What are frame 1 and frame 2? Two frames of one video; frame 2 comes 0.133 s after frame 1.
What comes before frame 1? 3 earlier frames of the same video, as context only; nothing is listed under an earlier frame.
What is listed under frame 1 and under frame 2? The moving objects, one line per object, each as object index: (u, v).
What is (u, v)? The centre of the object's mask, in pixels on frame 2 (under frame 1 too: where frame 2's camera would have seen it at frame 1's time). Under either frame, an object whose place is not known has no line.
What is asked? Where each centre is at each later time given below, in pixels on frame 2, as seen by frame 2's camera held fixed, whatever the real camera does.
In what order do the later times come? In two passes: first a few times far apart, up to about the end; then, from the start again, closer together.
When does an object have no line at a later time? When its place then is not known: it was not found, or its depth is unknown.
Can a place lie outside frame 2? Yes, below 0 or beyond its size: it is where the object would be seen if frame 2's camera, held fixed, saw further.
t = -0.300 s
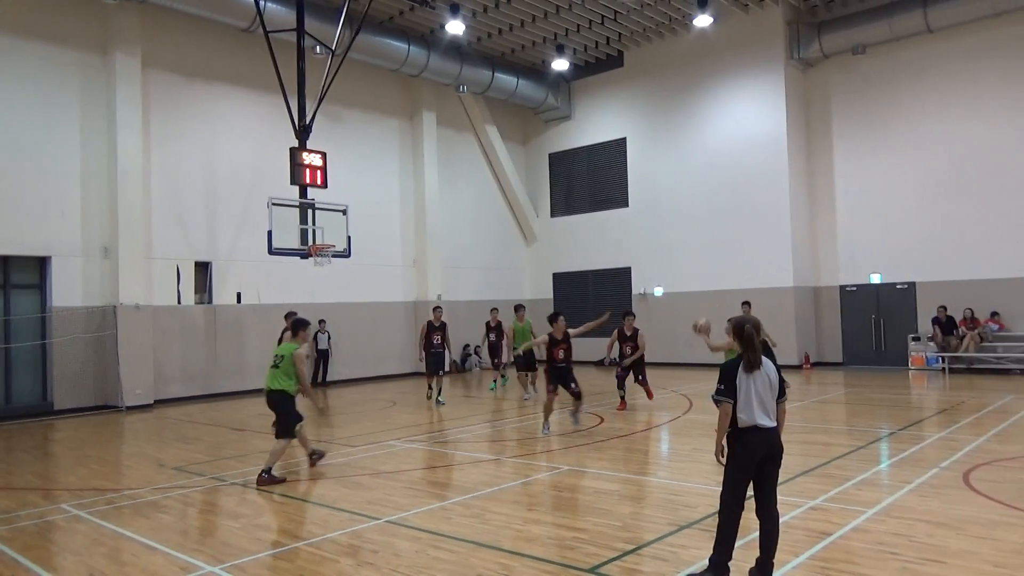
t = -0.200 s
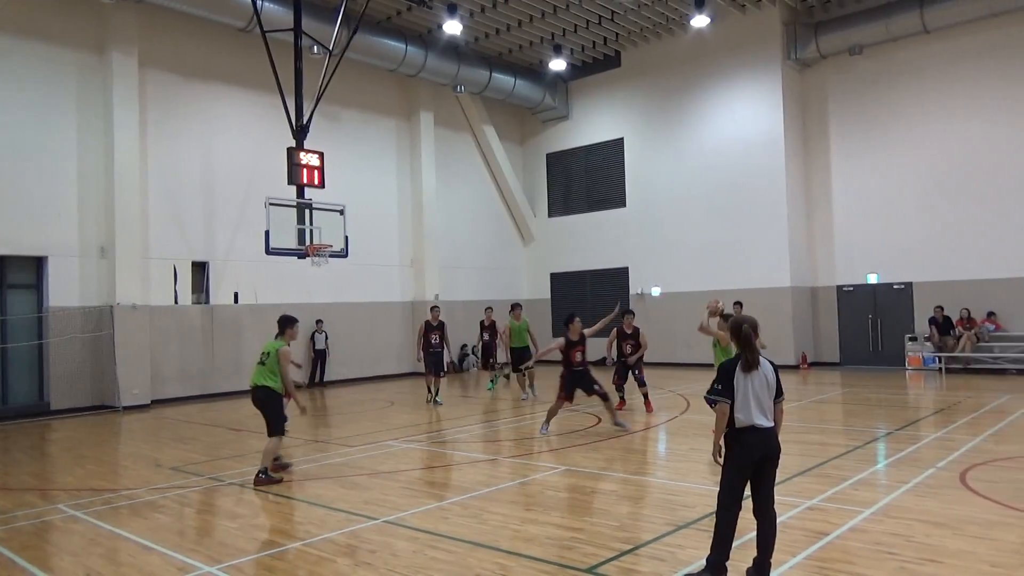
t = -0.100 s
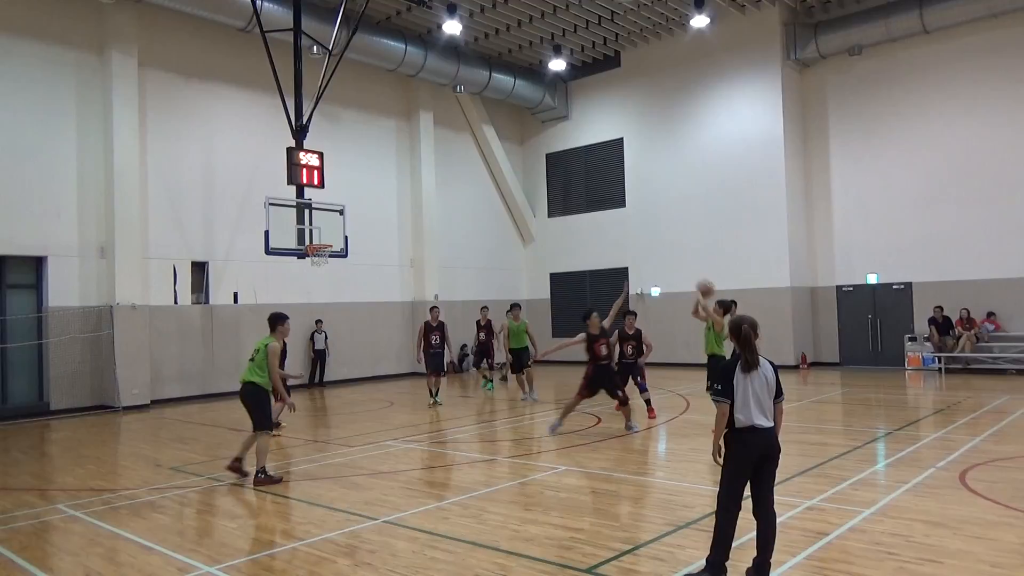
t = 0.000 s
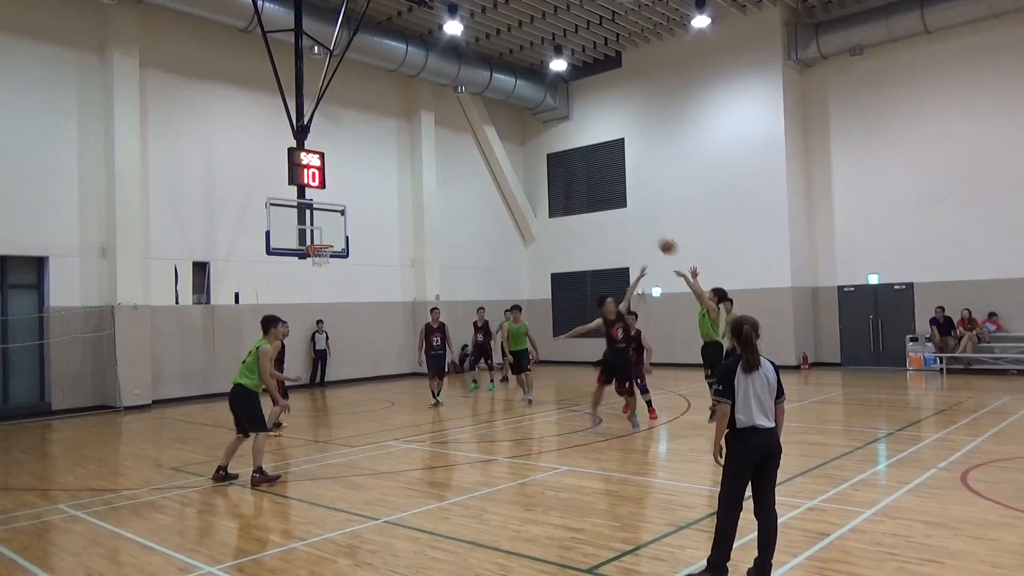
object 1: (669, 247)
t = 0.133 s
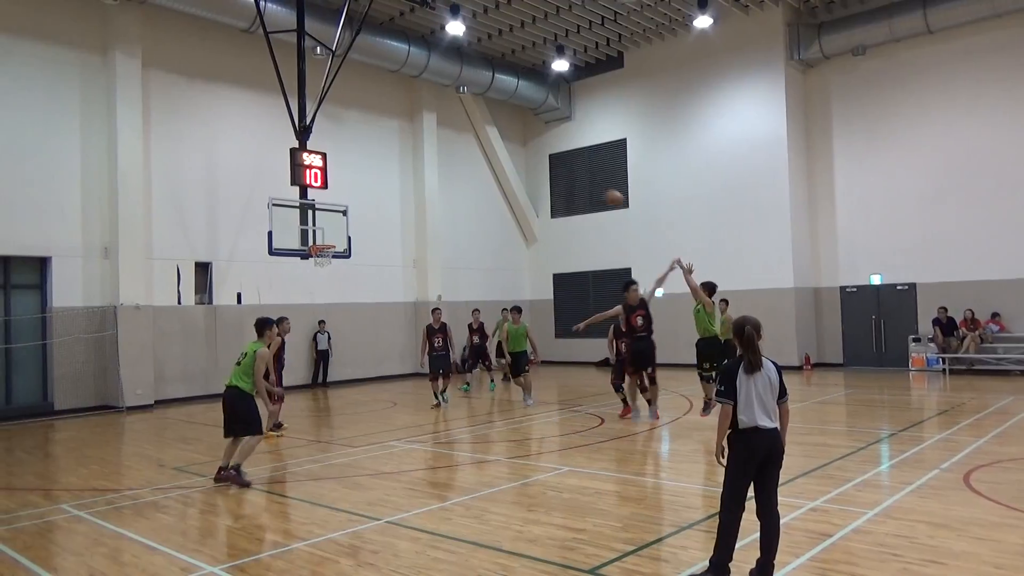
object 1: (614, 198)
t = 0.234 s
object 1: (576, 173)
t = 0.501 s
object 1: (488, 143)
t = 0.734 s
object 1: (423, 153)
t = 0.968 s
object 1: (369, 189)
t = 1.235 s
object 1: (318, 246)
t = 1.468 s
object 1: (355, 238)
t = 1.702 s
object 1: (391, 256)
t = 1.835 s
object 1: (411, 277)
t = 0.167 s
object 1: (601, 190)
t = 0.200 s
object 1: (588, 180)
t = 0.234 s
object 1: (576, 173)
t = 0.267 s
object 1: (565, 167)
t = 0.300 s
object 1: (554, 162)
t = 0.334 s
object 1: (541, 157)
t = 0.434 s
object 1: (509, 146)
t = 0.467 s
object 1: (499, 144)
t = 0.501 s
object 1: (488, 143)
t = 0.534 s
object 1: (479, 142)
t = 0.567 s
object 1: (469, 142)
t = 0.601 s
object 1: (459, 143)
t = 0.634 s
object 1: (450, 145)
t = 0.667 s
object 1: (441, 147)
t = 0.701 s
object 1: (432, 150)
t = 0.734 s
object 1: (423, 153)
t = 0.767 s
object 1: (415, 156)
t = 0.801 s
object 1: (407, 161)
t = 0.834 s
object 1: (399, 166)
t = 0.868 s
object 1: (391, 170)
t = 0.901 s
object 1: (384, 176)
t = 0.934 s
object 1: (376, 182)
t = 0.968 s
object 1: (369, 189)
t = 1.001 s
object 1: (361, 196)
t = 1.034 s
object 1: (354, 203)
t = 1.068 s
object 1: (347, 211)
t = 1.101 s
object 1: (341, 219)
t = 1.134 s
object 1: (334, 228)
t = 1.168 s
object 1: (328, 237)
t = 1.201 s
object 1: (322, 245)
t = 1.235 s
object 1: (318, 246)
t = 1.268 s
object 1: (322, 242)
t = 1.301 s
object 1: (328, 241)
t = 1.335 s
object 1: (333, 239)
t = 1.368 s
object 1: (339, 238)
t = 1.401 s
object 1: (344, 238)
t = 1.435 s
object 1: (349, 238)
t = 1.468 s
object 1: (355, 238)
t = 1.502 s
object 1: (360, 239)
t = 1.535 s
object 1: (365, 241)
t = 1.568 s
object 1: (371, 243)
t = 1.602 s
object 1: (376, 246)
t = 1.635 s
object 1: (381, 249)
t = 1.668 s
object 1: (386, 253)
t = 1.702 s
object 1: (391, 256)
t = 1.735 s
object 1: (396, 261)
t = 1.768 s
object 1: (401, 266)
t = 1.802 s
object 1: (406, 272)
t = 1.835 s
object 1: (411, 277)
